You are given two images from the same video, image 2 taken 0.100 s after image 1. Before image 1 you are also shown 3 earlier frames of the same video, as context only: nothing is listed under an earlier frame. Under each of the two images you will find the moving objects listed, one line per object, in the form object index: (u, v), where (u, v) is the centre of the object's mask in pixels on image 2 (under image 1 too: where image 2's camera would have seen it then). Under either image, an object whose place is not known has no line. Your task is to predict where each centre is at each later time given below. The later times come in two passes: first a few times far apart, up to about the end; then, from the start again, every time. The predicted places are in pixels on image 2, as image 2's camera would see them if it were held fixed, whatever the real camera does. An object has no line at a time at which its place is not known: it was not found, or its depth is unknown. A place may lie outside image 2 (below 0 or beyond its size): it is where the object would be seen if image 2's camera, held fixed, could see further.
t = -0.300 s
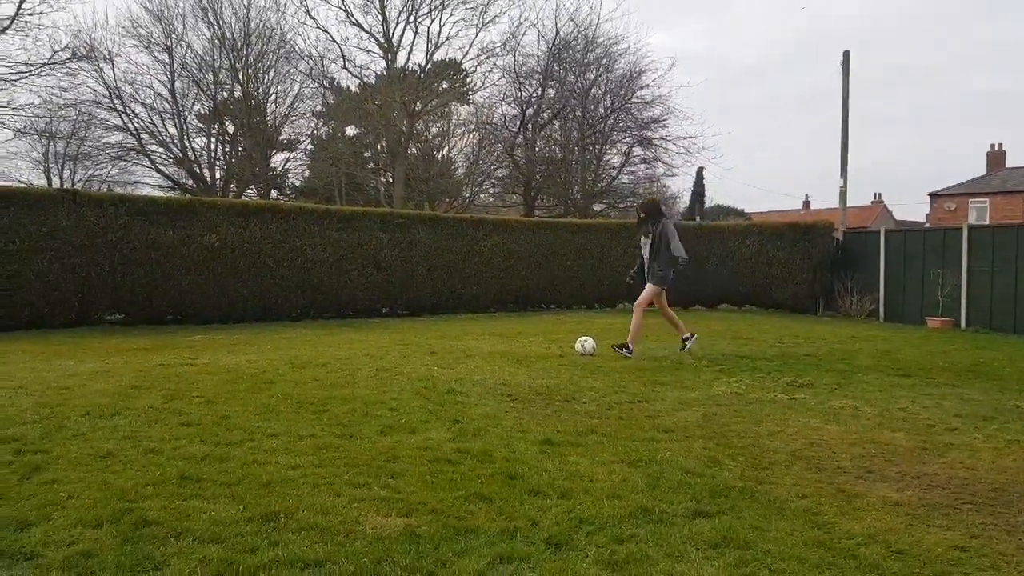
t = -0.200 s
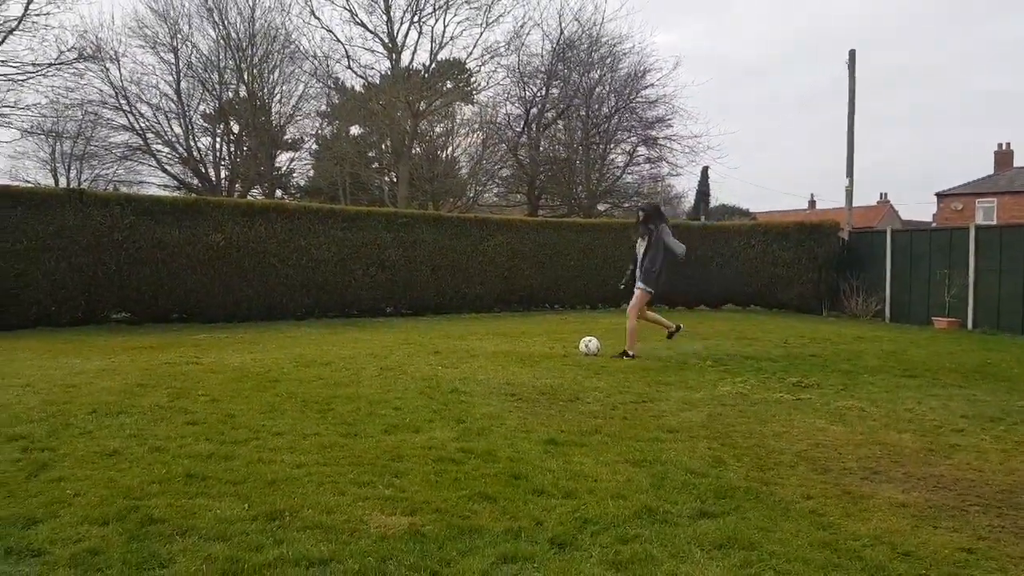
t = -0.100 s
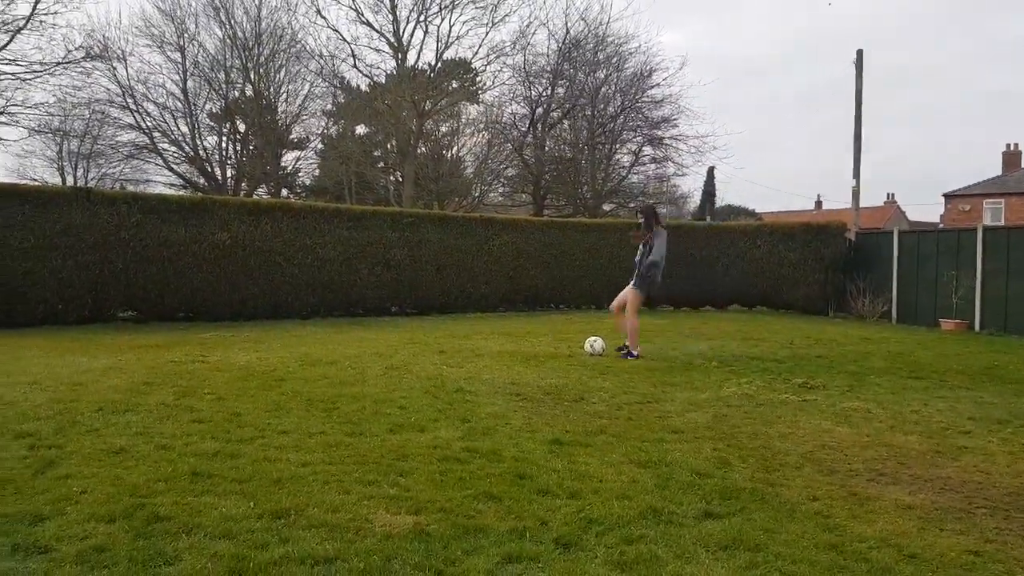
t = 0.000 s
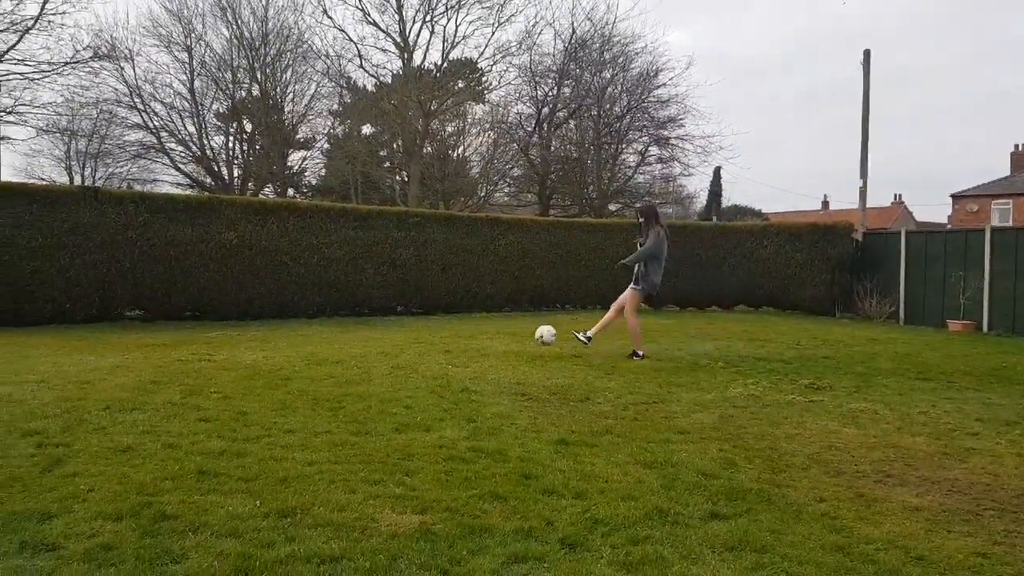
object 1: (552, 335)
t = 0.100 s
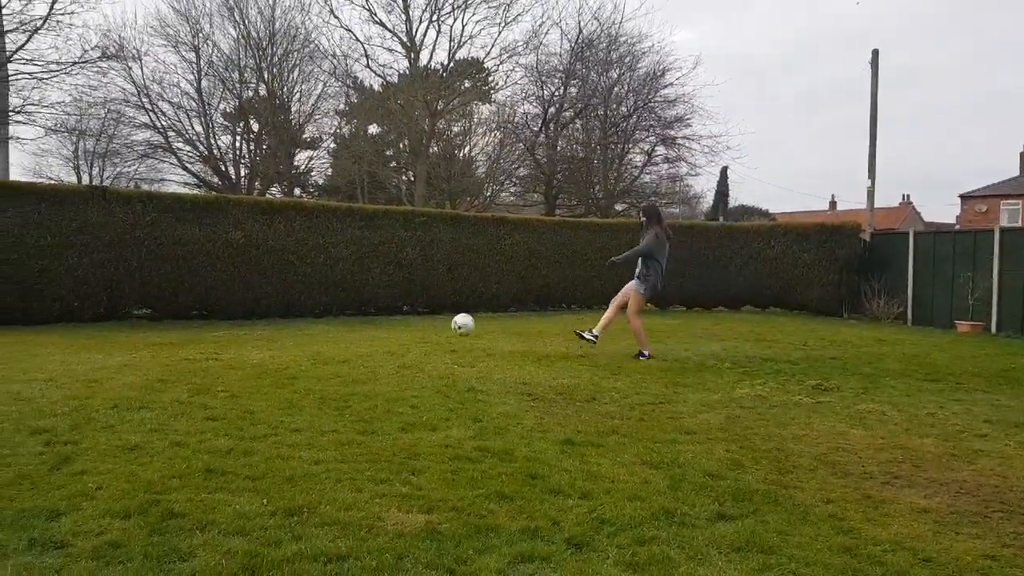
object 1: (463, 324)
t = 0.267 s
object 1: (280, 330)
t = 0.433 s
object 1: (46, 363)
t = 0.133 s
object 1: (430, 322)
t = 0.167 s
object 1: (396, 322)
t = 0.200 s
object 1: (359, 323)
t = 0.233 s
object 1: (320, 325)
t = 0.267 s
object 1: (280, 330)
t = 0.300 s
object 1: (237, 335)
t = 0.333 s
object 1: (191, 344)
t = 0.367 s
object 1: (142, 353)
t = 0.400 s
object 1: (88, 365)
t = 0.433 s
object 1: (46, 363)
